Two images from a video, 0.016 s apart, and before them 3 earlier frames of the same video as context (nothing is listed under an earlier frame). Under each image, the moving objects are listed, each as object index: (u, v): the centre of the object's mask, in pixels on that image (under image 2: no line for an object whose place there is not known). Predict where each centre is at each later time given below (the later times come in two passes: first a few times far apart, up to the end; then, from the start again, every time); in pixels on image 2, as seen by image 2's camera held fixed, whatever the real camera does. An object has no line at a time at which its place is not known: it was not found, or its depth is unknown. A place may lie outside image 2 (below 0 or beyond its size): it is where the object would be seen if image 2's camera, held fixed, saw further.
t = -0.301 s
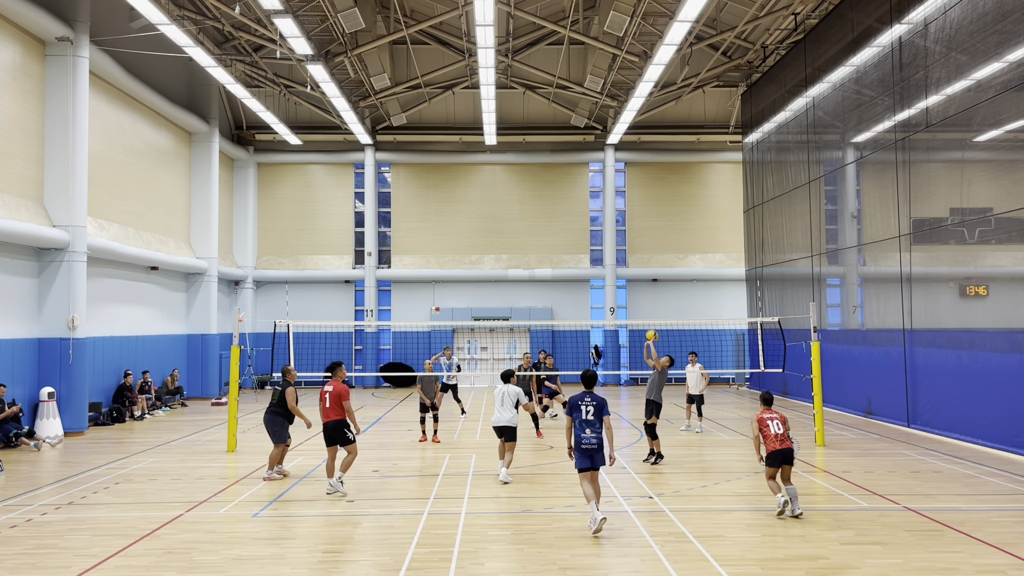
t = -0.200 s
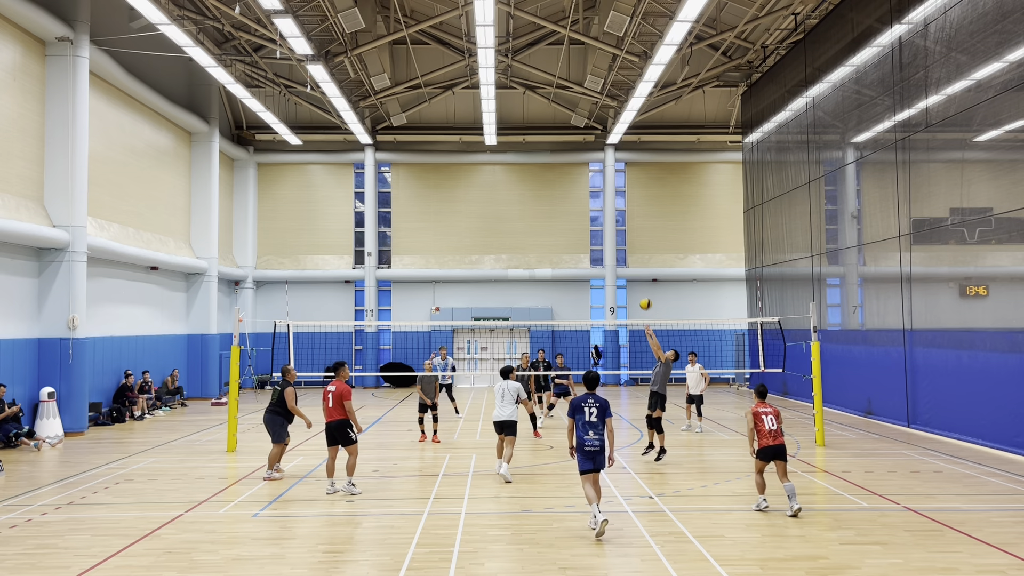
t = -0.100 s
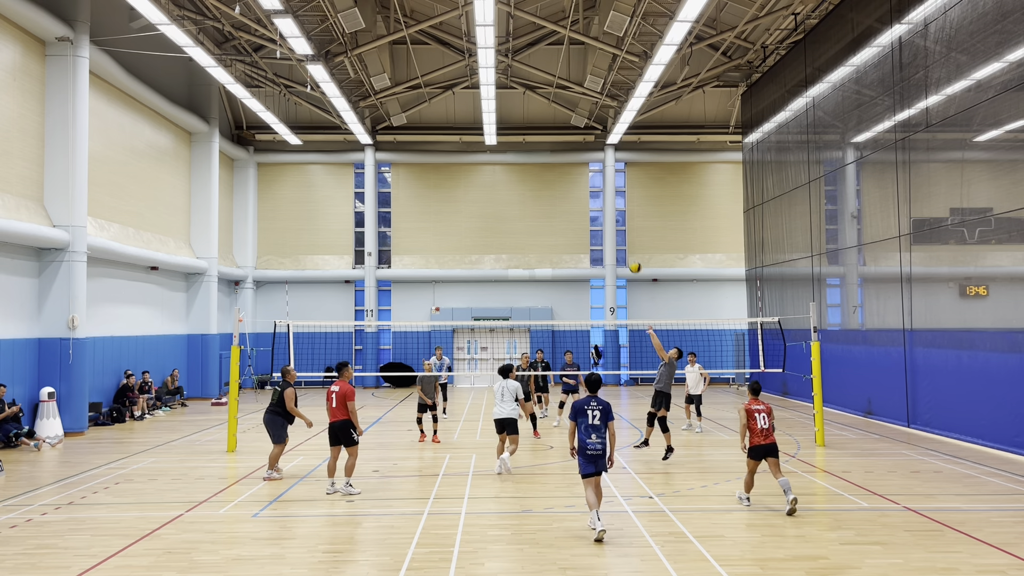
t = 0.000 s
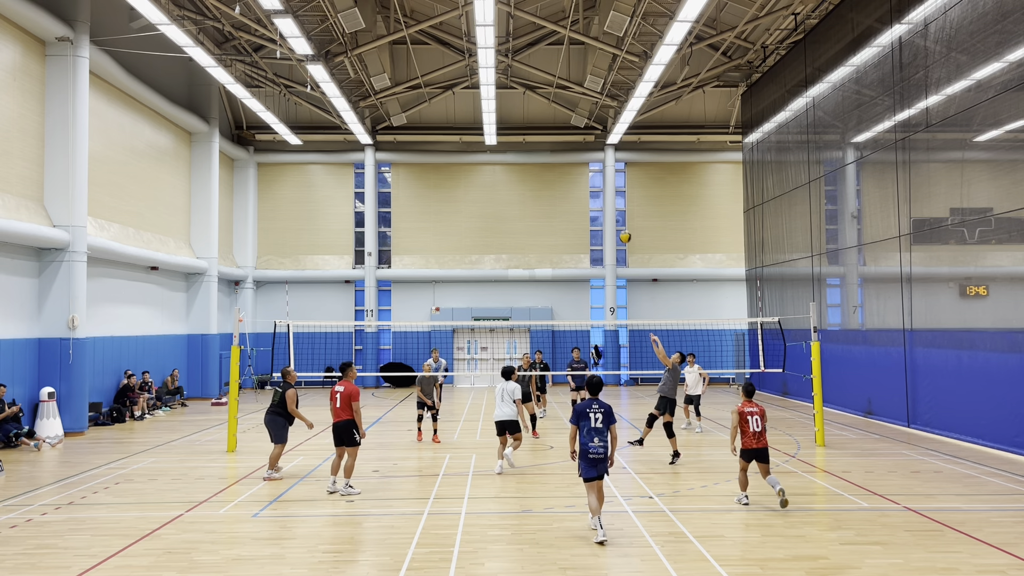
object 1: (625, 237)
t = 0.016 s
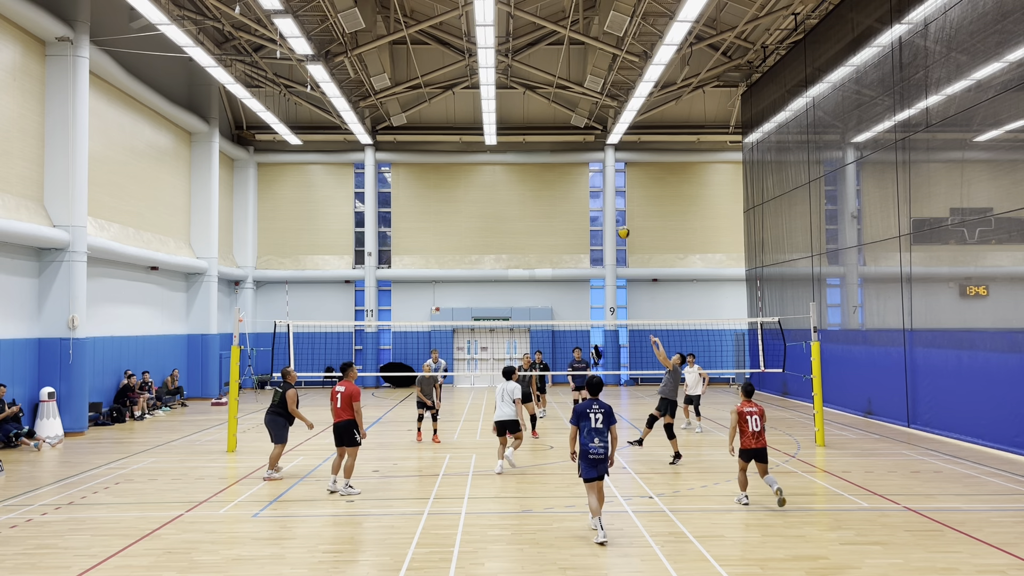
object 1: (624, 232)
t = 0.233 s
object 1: (603, 190)
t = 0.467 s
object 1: (583, 175)
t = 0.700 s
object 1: (565, 190)
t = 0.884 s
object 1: (551, 222)
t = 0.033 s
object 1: (622, 228)
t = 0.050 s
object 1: (620, 224)
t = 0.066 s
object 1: (619, 220)
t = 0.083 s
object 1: (617, 216)
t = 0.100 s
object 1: (615, 213)
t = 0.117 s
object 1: (614, 209)
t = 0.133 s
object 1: (613, 206)
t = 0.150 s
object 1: (611, 203)
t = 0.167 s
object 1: (609, 200)
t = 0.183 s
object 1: (608, 197)
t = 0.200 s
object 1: (606, 195)
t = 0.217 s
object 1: (605, 192)
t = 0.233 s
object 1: (603, 190)
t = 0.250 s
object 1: (602, 188)
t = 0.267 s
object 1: (601, 186)
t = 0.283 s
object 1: (599, 184)
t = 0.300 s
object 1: (598, 182)
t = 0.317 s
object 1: (596, 181)
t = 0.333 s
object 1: (595, 180)
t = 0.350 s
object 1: (593, 178)
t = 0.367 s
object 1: (592, 177)
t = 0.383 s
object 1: (590, 176)
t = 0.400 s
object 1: (589, 176)
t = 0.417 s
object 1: (588, 175)
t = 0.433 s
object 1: (586, 175)
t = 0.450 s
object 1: (585, 175)
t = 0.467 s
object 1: (583, 175)
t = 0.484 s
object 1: (582, 175)
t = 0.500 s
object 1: (581, 175)
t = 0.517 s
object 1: (579, 175)
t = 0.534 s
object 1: (578, 176)
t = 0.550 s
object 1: (577, 177)
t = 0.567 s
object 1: (575, 178)
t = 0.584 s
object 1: (574, 179)
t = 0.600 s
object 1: (573, 180)
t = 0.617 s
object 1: (571, 181)
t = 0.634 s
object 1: (570, 182)
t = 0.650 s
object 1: (569, 184)
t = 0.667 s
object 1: (567, 186)
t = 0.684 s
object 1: (566, 188)
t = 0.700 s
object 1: (565, 190)
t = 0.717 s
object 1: (563, 192)
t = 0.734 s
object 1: (562, 194)
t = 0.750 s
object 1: (561, 197)
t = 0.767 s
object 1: (559, 199)
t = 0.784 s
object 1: (558, 202)
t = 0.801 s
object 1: (557, 205)
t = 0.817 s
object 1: (556, 208)
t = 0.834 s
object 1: (554, 212)
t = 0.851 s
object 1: (553, 215)
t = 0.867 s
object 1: (552, 219)
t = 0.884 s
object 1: (551, 222)
